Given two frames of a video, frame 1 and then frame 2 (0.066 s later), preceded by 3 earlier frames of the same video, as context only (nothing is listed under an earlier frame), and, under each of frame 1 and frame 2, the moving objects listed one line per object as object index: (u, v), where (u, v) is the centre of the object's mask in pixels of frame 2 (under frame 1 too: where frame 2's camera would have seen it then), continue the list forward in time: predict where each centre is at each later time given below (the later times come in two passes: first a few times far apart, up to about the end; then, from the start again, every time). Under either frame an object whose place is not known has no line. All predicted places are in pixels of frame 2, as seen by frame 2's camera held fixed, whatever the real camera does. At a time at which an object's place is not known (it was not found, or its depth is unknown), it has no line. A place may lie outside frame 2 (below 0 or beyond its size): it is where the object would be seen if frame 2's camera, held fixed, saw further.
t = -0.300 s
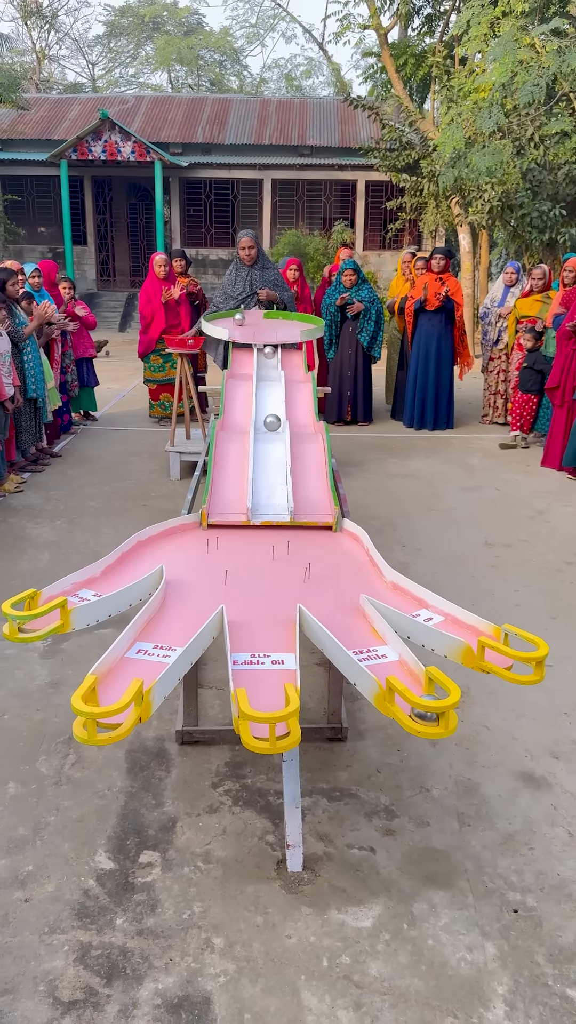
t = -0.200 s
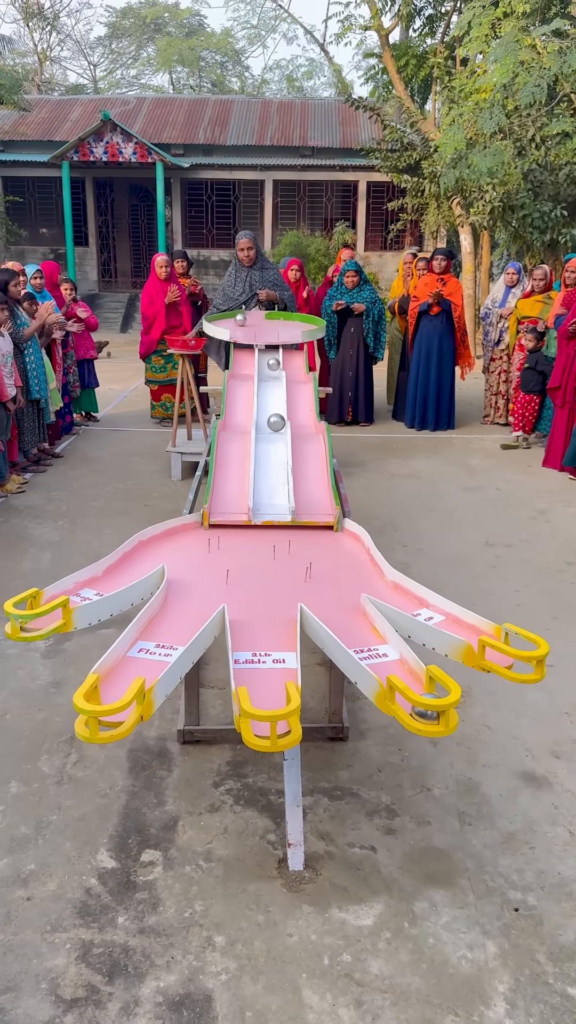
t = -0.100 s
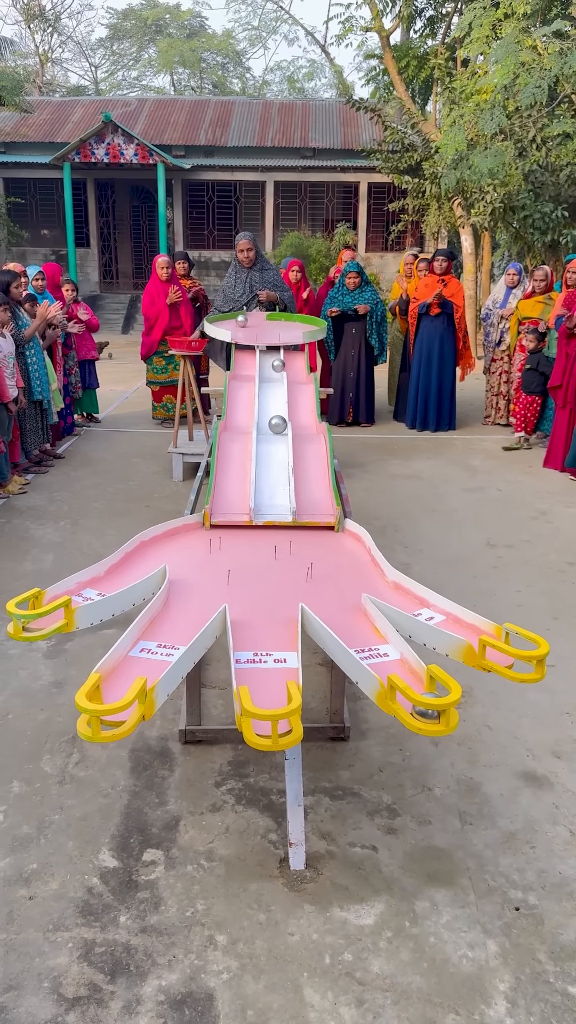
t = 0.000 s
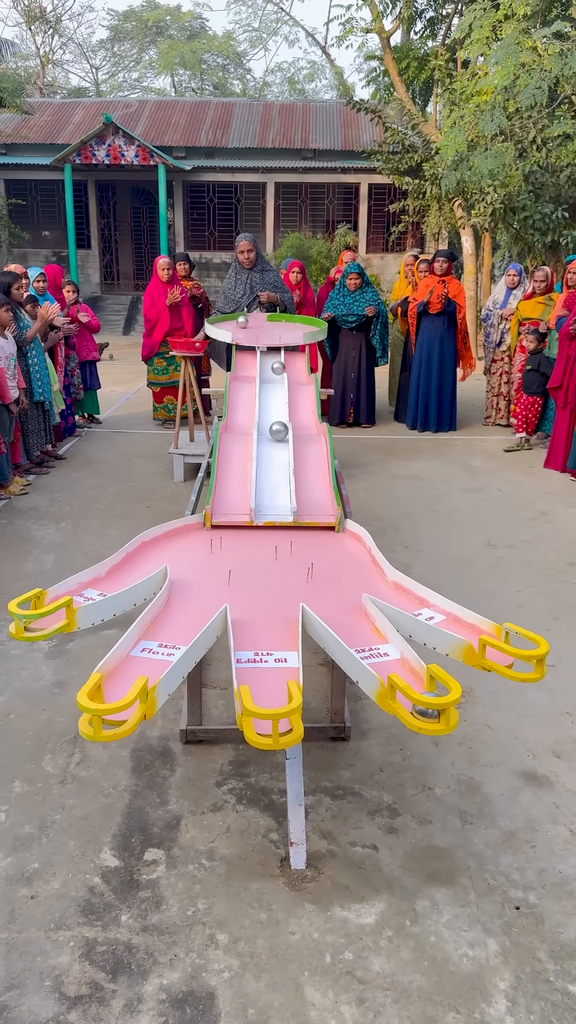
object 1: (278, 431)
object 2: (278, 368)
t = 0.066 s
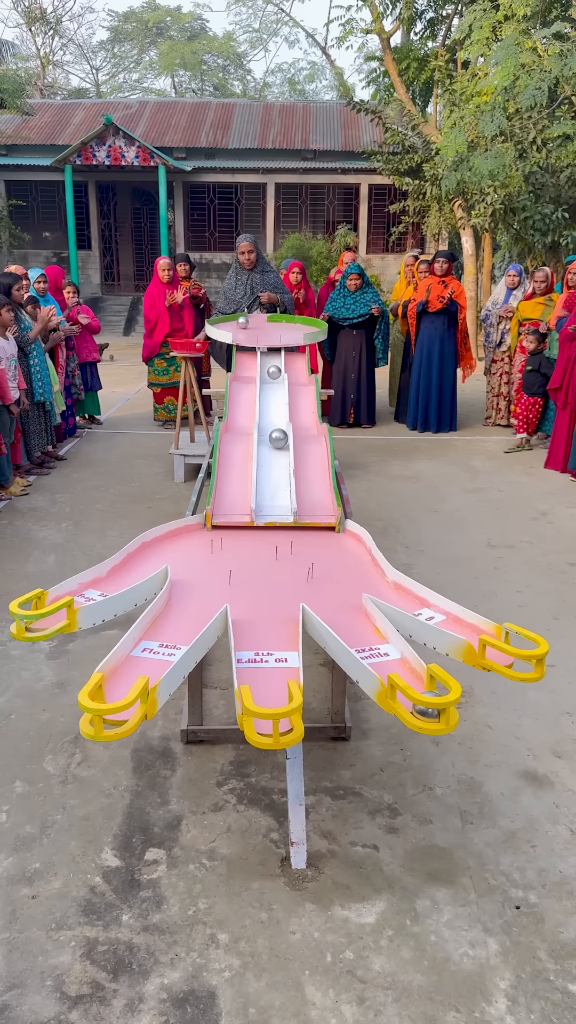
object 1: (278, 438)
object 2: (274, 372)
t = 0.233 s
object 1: (278, 469)
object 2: (269, 375)
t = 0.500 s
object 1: (280, 520)
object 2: (271, 387)
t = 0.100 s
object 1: (278, 442)
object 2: (271, 374)
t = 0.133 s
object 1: (278, 447)
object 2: (270, 372)
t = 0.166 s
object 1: (278, 454)
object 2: (267, 371)
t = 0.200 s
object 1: (278, 460)
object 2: (268, 372)
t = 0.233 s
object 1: (278, 469)
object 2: (269, 375)
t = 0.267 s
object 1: (279, 475)
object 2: (269, 373)
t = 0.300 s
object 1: (279, 482)
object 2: (269, 374)
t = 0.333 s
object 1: (279, 489)
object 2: (270, 377)
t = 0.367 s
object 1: (279, 496)
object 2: (270, 377)
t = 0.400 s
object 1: (279, 501)
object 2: (270, 379)
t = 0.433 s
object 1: (280, 506)
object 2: (270, 381)
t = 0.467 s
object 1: (280, 513)
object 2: (270, 383)
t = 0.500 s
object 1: (280, 520)
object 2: (271, 387)
